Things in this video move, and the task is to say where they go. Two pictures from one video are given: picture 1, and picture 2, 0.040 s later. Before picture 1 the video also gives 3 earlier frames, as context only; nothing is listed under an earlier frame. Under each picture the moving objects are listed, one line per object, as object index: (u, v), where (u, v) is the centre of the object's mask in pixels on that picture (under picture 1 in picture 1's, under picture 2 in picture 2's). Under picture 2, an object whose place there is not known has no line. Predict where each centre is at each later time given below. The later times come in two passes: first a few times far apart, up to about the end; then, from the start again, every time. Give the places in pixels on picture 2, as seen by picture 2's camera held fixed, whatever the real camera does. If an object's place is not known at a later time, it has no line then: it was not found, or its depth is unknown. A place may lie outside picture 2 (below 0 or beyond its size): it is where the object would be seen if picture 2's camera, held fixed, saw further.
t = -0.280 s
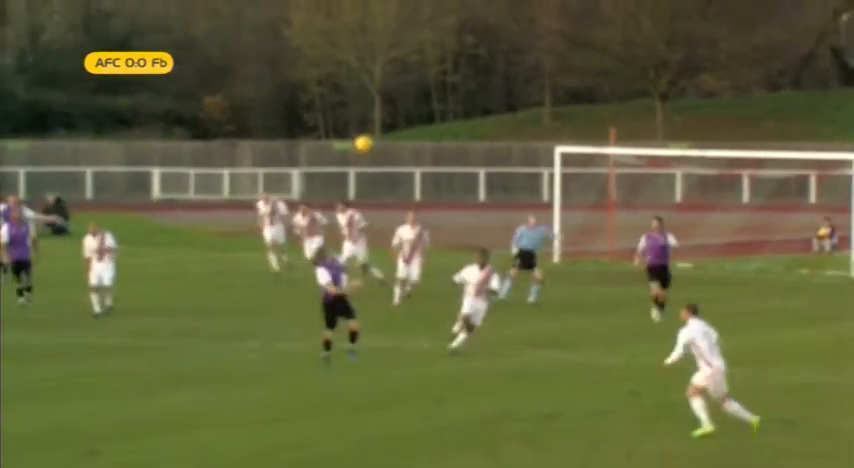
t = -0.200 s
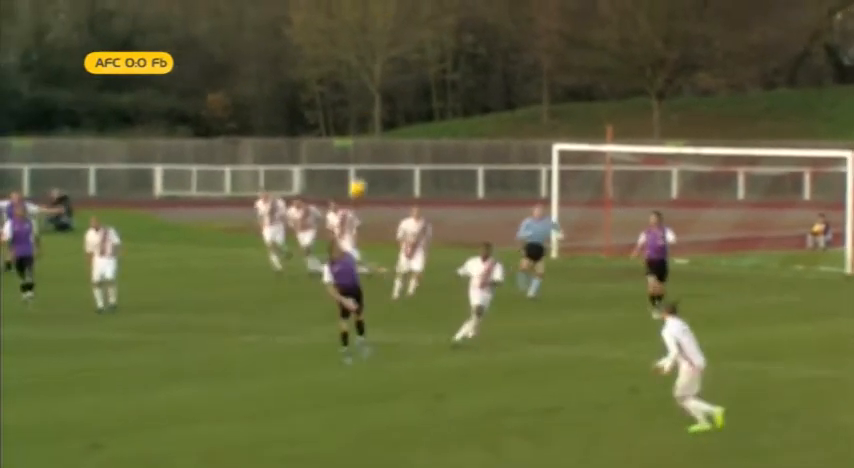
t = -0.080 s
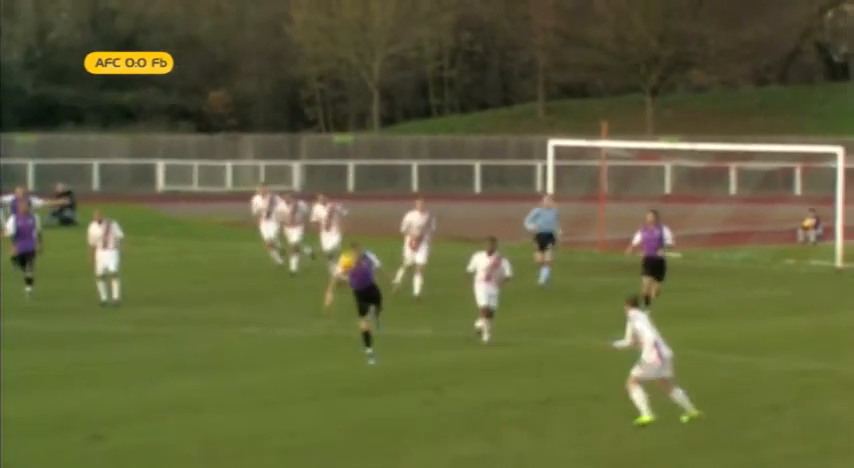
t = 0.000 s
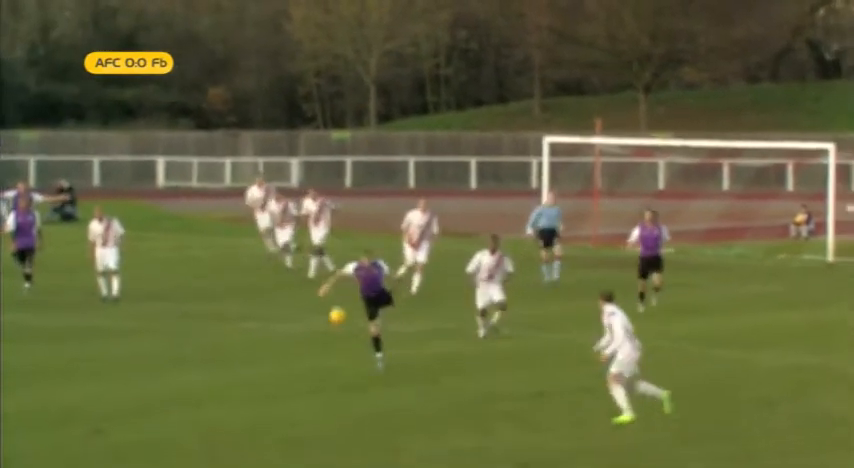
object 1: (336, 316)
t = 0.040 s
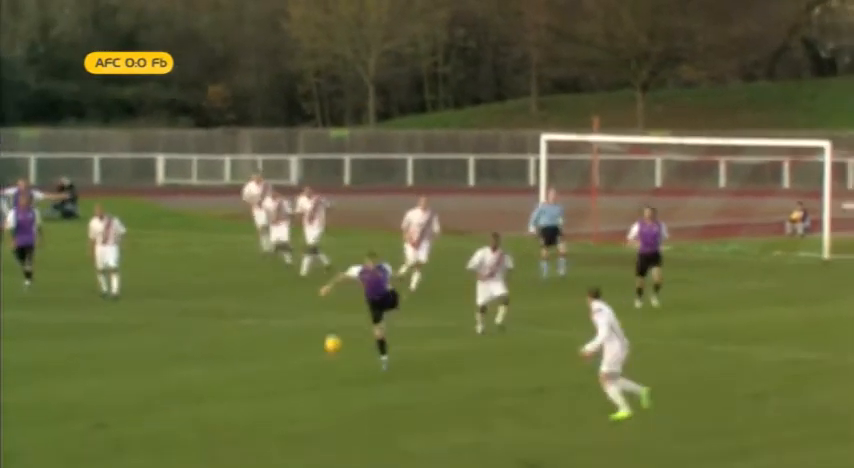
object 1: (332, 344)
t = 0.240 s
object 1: (325, 303)
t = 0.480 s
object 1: (319, 226)
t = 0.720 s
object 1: (312, 195)
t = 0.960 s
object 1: (307, 205)
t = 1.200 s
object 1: (296, 264)
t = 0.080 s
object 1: (329, 376)
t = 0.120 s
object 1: (327, 358)
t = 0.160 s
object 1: (326, 339)
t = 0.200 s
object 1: (325, 320)
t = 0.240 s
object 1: (325, 303)
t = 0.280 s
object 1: (324, 288)
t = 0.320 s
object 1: (323, 272)
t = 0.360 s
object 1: (323, 259)
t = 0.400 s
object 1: (322, 247)
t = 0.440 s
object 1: (321, 237)
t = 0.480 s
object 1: (319, 226)
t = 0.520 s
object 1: (318, 219)
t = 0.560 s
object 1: (317, 212)
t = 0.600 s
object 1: (315, 206)
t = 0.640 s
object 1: (314, 200)
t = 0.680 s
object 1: (313, 198)
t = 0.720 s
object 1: (312, 195)
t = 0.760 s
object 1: (312, 195)
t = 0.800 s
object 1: (312, 195)
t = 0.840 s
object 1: (312, 196)
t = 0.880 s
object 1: (310, 198)
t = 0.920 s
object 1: (310, 199)
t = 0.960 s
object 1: (307, 205)
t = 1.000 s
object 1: (305, 212)
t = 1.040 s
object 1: (304, 219)
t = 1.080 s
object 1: (302, 228)
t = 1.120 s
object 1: (299, 239)
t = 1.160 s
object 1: (298, 250)
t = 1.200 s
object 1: (296, 264)
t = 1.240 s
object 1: (293, 278)
